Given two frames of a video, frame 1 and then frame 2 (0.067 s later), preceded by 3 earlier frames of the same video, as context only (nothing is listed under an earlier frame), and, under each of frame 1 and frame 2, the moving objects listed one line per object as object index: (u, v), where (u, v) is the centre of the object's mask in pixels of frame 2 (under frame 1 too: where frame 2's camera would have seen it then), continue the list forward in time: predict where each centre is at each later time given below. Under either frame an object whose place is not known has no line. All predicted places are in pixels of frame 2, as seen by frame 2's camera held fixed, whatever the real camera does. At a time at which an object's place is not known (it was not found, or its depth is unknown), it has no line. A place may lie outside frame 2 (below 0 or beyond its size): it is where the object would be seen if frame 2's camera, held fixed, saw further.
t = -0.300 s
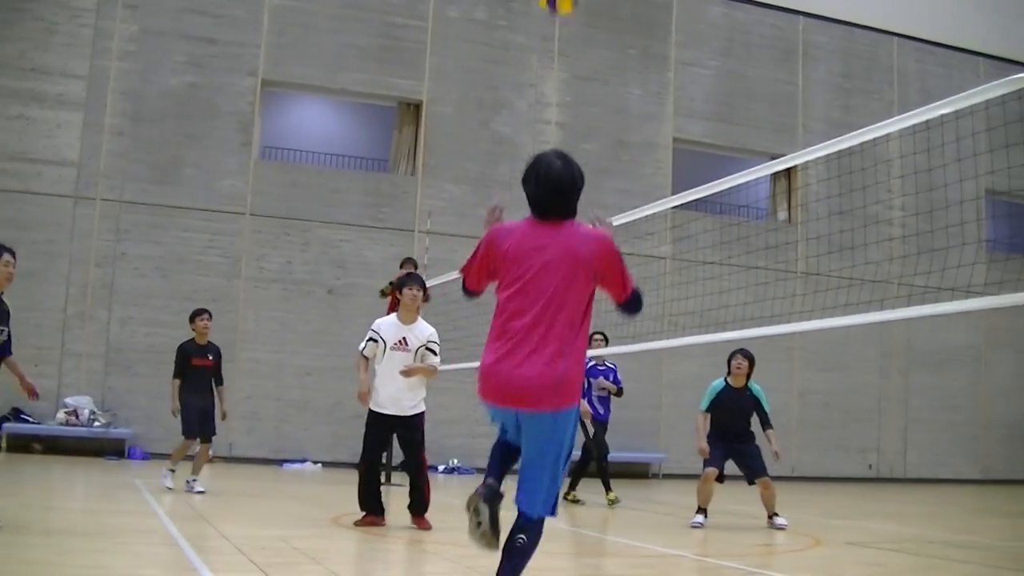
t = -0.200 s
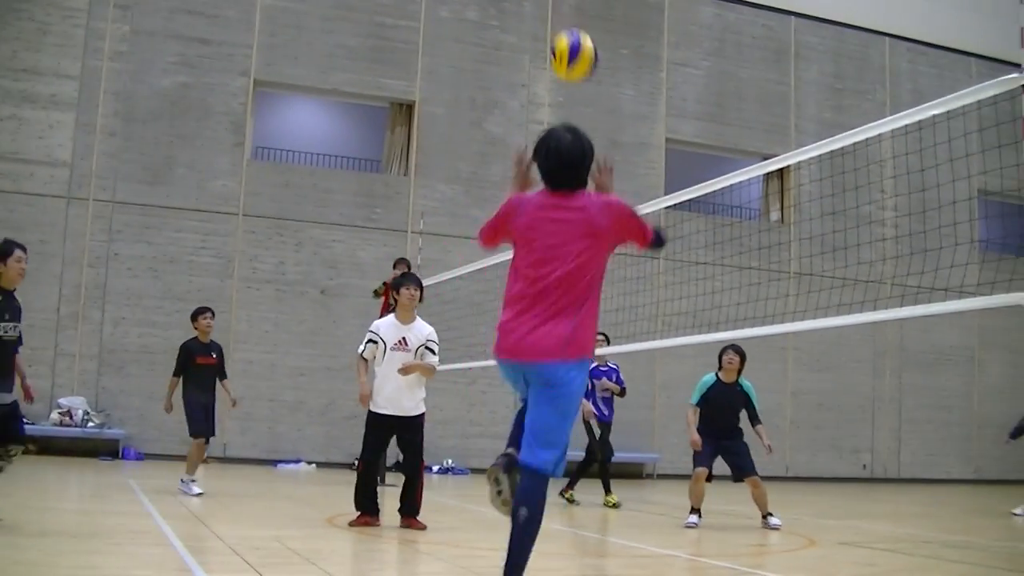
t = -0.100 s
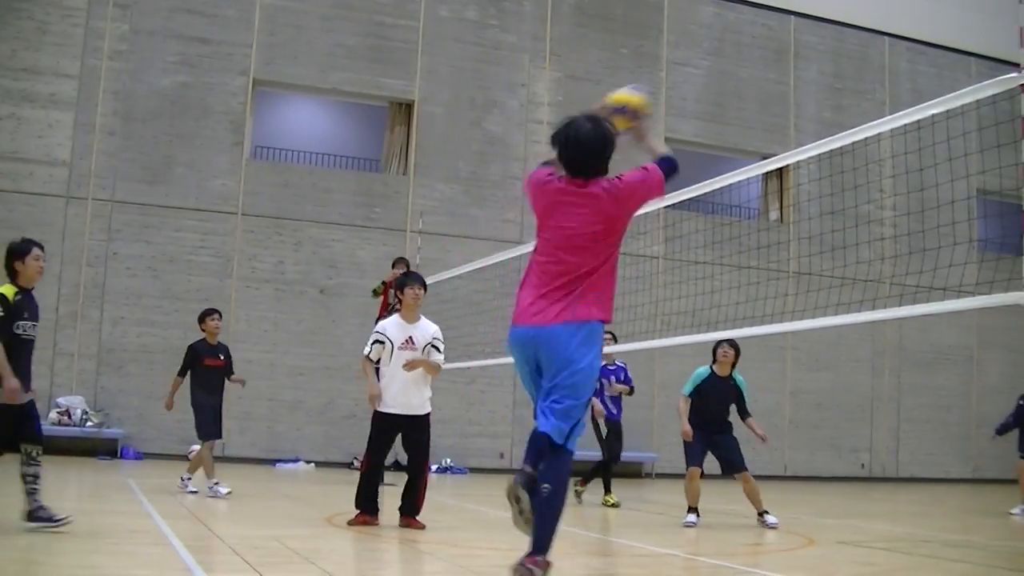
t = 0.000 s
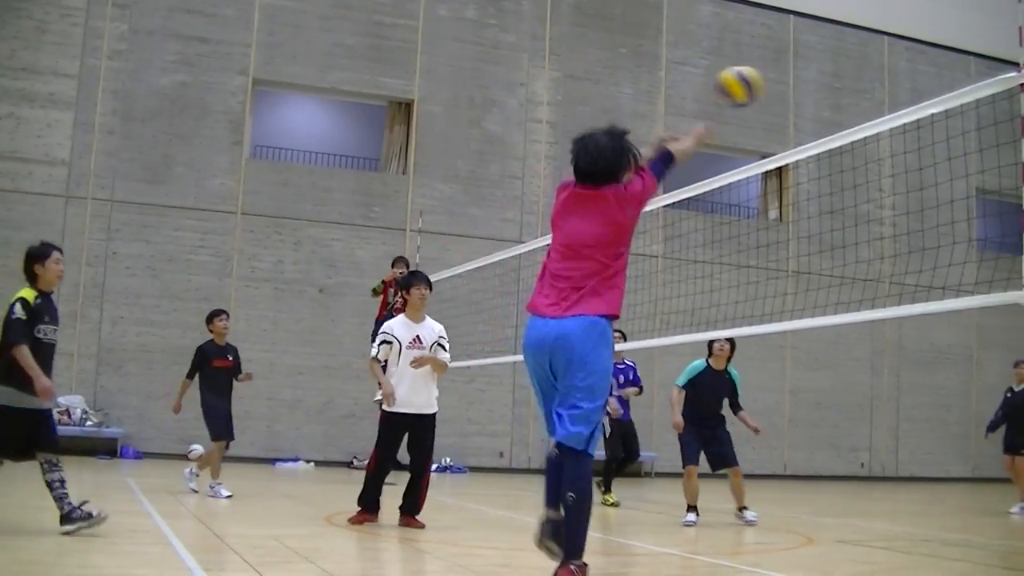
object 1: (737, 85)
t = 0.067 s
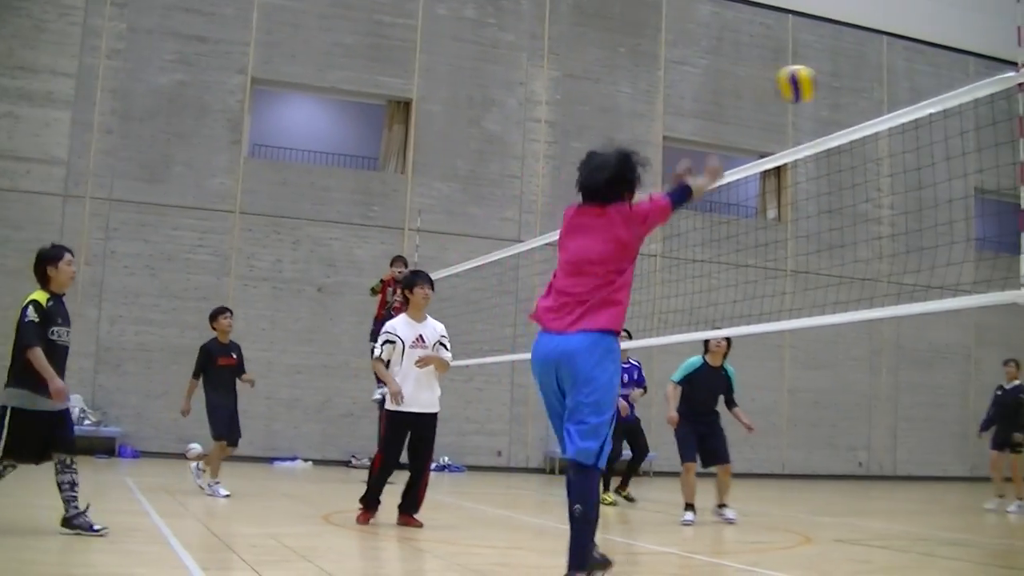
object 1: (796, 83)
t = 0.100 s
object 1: (822, 86)
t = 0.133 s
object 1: (844, 89)
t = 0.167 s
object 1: (867, 94)
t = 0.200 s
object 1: (888, 99)
